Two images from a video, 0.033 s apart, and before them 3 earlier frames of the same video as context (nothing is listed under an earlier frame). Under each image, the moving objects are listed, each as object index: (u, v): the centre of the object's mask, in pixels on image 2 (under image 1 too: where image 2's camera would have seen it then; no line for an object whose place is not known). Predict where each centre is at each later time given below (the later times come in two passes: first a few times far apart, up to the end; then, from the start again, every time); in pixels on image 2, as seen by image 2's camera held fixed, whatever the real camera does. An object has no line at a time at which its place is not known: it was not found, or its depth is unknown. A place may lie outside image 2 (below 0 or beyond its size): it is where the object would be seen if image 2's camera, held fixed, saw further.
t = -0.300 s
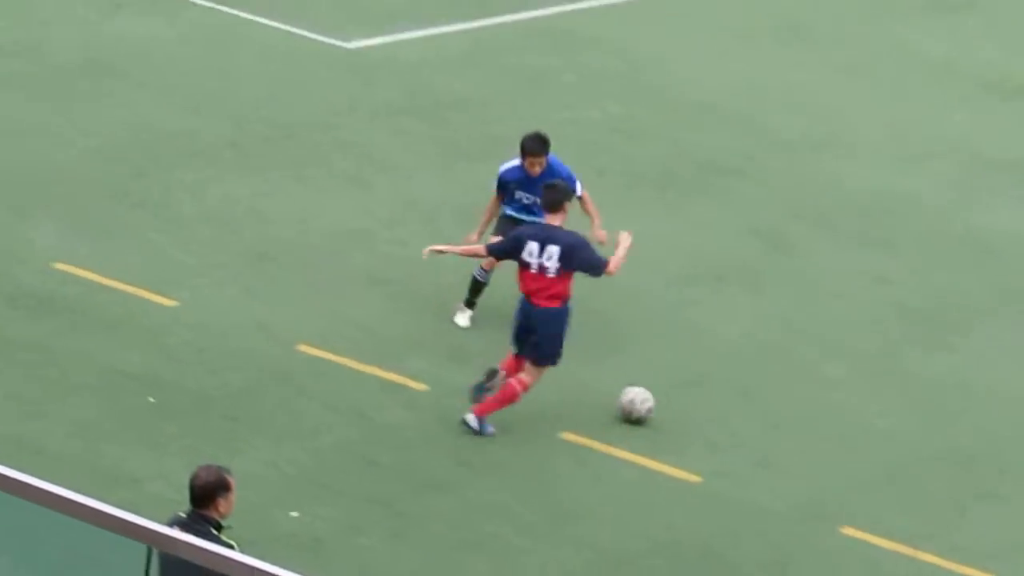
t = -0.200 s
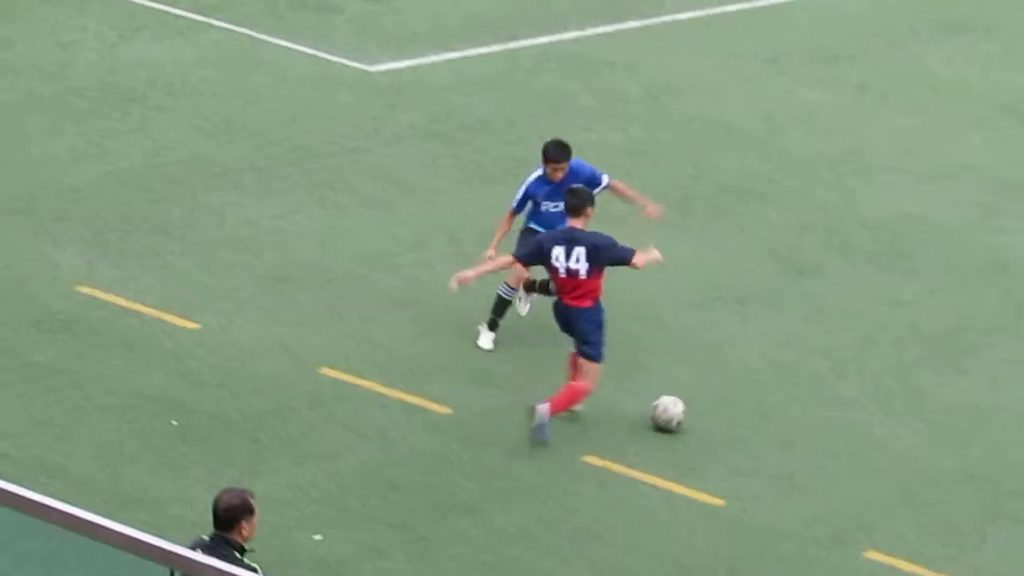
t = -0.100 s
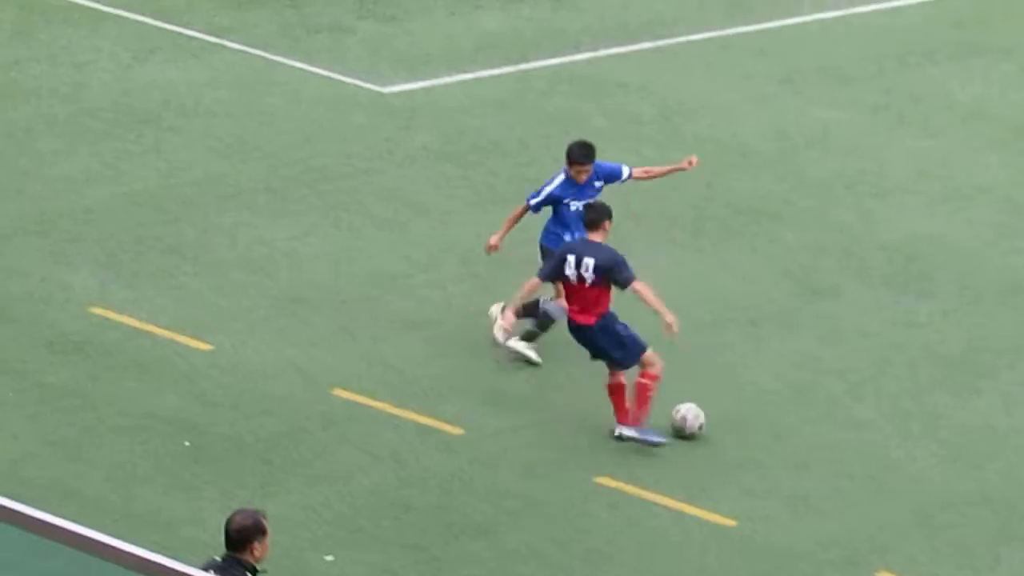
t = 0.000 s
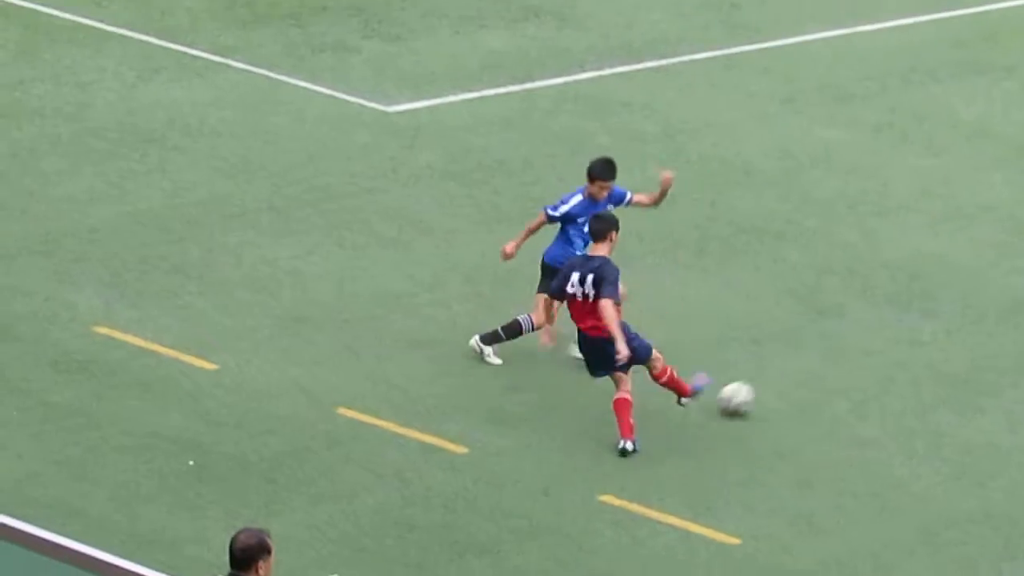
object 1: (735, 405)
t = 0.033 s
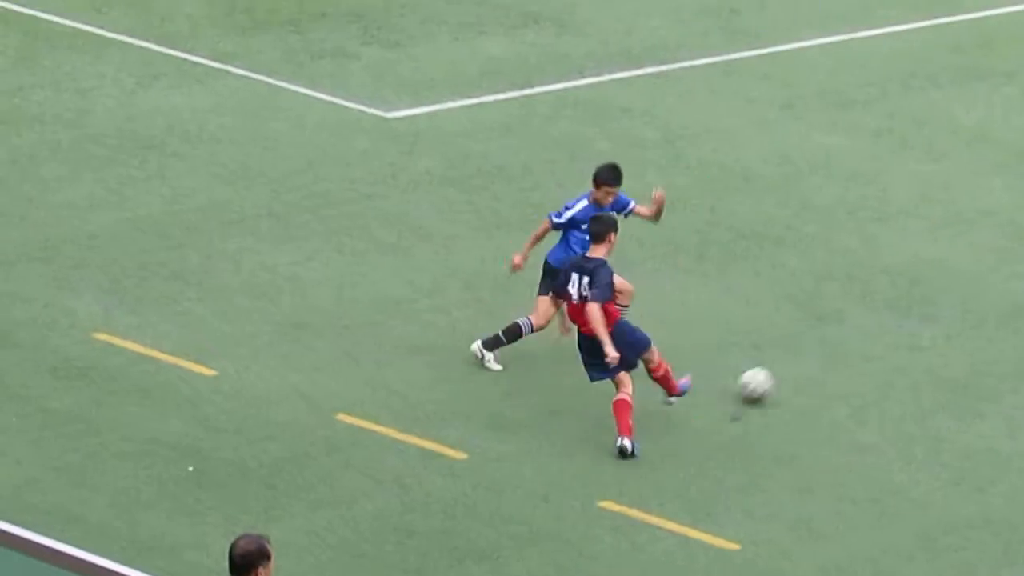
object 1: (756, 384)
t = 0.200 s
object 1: (840, 309)
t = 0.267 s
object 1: (866, 280)
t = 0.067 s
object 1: (774, 367)
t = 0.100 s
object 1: (791, 350)
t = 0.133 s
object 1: (809, 336)
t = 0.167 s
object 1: (824, 325)
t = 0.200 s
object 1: (840, 309)
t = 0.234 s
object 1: (853, 292)
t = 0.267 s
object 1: (866, 280)
